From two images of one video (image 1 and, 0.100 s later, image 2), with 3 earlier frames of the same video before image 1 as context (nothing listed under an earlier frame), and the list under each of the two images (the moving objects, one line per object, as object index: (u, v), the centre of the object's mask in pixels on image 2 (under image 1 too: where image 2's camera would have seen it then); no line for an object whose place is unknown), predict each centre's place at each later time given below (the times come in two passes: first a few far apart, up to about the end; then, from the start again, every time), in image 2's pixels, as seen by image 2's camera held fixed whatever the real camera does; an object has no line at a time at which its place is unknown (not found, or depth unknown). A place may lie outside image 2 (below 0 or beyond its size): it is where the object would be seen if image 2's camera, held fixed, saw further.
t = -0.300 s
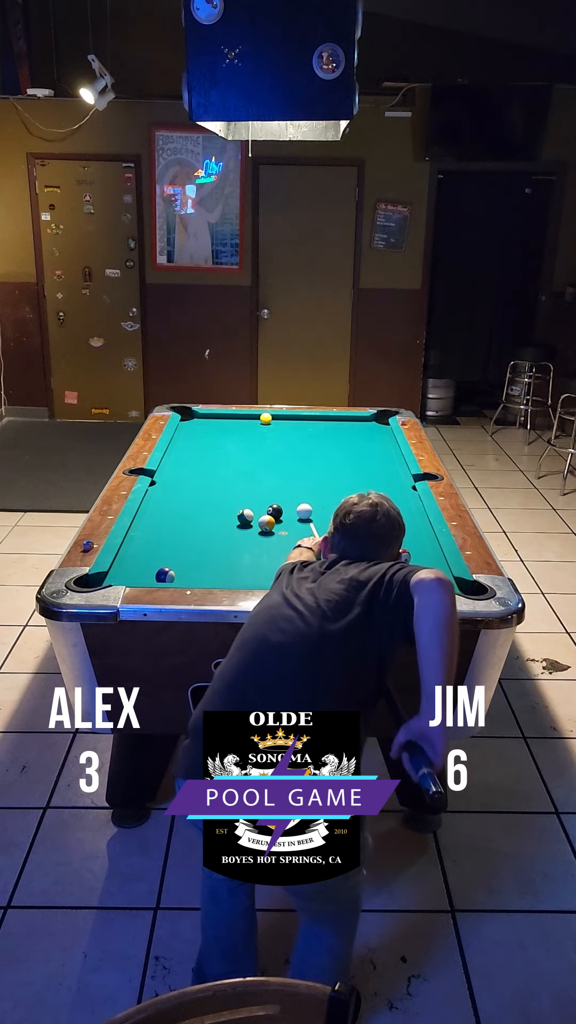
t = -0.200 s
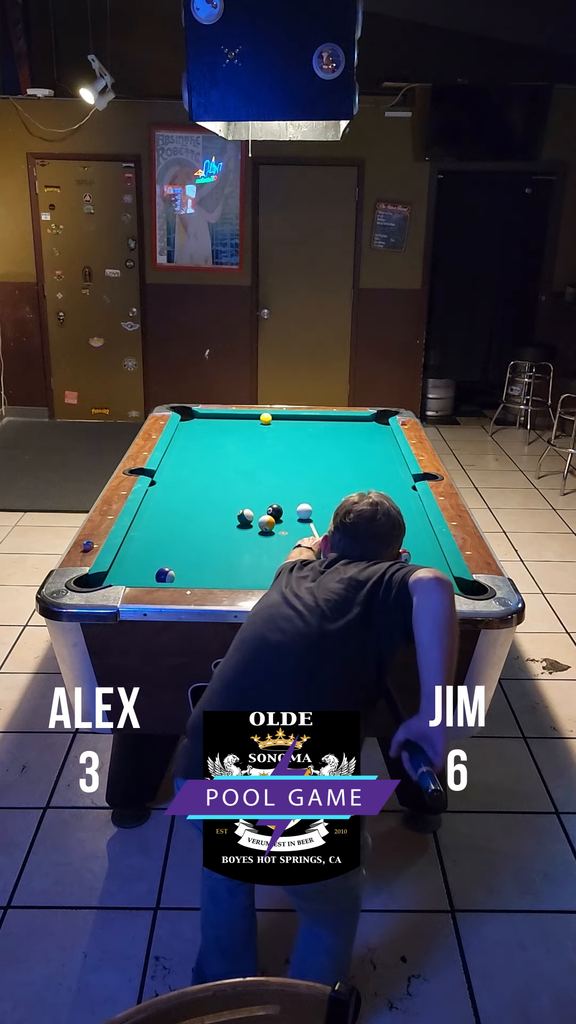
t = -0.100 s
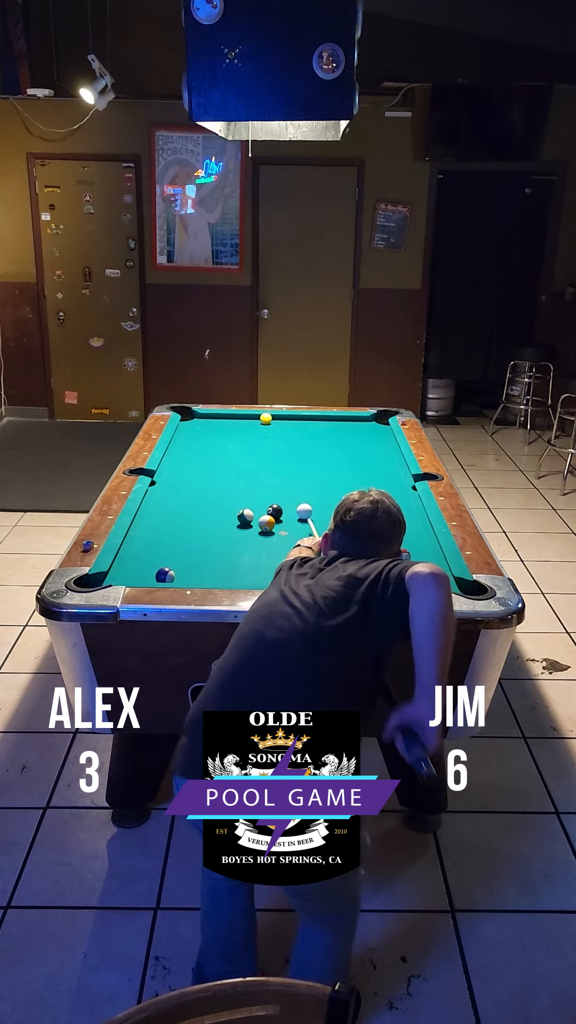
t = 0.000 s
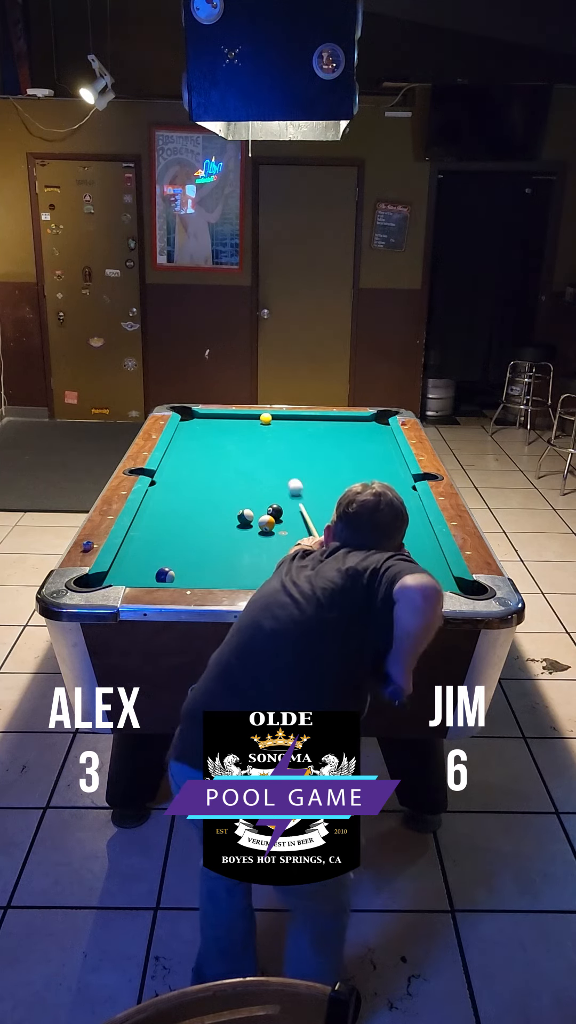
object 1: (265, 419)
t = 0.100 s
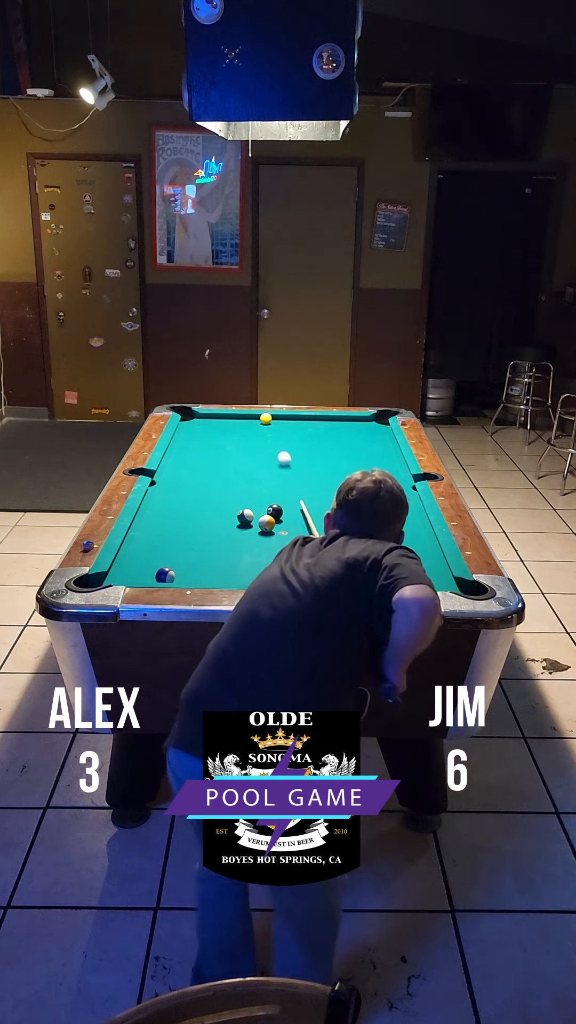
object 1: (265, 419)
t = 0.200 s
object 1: (265, 419)
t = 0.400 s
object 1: (256, 424)
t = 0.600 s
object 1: (243, 441)
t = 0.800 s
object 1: (228, 461)
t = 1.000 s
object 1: (211, 484)
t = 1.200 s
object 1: (191, 511)
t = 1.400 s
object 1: (168, 540)
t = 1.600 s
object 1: (141, 575)
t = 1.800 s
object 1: (142, 561)
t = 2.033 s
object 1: (147, 539)
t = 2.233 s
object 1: (151, 523)
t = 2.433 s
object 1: (155, 508)
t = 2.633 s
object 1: (158, 495)
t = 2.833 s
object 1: (161, 484)
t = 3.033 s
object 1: (164, 473)
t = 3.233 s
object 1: (167, 464)
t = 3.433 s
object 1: (170, 455)
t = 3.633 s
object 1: (175, 447)
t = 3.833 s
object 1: (179, 441)
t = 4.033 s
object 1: (183, 434)
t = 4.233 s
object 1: (187, 429)
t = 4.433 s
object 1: (191, 423)
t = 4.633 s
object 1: (194, 419)
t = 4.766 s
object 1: (195, 415)
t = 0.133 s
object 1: (265, 419)
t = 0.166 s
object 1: (265, 419)
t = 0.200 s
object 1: (265, 419)
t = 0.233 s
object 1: (265, 419)
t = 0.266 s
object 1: (264, 418)
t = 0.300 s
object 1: (262, 416)
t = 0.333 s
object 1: (260, 418)
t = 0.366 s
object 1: (258, 421)
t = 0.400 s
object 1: (256, 424)
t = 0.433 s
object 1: (254, 427)
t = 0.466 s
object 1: (252, 430)
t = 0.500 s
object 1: (249, 432)
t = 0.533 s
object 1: (247, 435)
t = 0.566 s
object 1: (245, 438)
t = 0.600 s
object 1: (243, 441)
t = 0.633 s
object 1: (240, 444)
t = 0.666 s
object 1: (238, 448)
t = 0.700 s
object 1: (236, 451)
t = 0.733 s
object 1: (233, 454)
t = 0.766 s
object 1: (231, 458)
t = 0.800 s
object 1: (228, 461)
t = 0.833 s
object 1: (225, 465)
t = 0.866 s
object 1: (222, 468)
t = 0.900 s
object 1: (220, 472)
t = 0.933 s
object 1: (217, 476)
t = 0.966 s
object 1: (214, 480)
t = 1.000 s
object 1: (211, 484)
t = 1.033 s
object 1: (208, 488)
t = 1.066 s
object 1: (205, 492)
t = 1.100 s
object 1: (201, 497)
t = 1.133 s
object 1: (198, 501)
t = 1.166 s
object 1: (195, 506)
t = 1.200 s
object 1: (191, 511)
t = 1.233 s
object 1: (187, 515)
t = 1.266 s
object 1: (184, 520)
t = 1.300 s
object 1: (180, 524)
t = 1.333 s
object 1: (176, 530)
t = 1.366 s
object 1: (172, 535)
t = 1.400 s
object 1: (168, 540)
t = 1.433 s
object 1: (164, 546)
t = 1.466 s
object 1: (160, 552)
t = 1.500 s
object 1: (155, 557)
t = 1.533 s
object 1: (150, 564)
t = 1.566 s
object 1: (145, 570)
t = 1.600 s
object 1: (141, 575)
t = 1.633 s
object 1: (137, 577)
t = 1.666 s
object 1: (138, 575)
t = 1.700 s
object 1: (139, 572)
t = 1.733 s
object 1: (140, 568)
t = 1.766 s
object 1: (141, 565)
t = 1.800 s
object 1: (142, 561)
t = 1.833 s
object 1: (142, 558)
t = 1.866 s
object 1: (143, 555)
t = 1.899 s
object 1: (144, 552)
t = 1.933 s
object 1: (145, 548)
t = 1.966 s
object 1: (145, 545)
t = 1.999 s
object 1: (146, 542)
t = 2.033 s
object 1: (147, 539)
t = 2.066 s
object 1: (147, 536)
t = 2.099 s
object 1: (148, 534)
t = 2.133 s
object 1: (149, 531)
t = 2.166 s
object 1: (150, 528)
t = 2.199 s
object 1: (150, 525)
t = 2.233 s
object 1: (151, 523)
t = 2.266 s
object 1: (152, 520)
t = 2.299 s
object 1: (152, 518)
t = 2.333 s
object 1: (153, 515)
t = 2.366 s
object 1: (154, 513)
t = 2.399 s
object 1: (154, 510)
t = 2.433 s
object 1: (155, 508)
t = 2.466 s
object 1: (155, 506)
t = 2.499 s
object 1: (156, 504)
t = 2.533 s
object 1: (157, 502)
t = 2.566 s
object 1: (157, 499)
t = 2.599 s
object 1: (158, 497)
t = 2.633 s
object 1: (158, 495)
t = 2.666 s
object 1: (159, 493)
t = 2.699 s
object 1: (159, 491)
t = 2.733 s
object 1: (160, 489)
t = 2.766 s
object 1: (160, 487)
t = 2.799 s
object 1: (161, 485)
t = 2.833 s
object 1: (161, 484)
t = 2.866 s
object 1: (162, 482)
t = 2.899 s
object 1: (162, 480)
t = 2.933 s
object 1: (163, 478)
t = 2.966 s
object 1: (163, 476)
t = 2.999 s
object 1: (164, 475)
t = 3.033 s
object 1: (164, 473)
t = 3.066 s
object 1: (165, 471)
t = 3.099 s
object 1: (165, 470)
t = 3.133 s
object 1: (166, 468)
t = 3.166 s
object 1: (166, 467)
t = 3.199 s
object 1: (167, 465)
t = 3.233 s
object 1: (167, 464)
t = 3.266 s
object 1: (167, 462)
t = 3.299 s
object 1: (168, 460)
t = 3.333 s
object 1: (168, 459)
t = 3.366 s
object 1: (169, 458)
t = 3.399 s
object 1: (170, 456)
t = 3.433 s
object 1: (170, 455)
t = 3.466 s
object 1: (171, 454)
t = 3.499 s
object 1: (172, 452)
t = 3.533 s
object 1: (173, 451)
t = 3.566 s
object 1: (174, 450)
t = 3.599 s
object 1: (175, 449)
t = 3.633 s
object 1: (175, 447)
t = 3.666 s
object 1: (176, 446)
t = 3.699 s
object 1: (177, 445)
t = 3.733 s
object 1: (177, 444)
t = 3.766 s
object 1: (178, 443)
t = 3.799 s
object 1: (179, 442)
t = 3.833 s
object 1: (179, 441)
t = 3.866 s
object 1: (180, 440)
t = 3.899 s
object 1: (181, 438)
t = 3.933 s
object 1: (181, 437)
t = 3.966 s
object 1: (182, 436)
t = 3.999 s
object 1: (183, 435)
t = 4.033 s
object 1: (183, 434)
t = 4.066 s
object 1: (184, 433)
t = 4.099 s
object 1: (185, 432)
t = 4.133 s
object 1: (185, 431)
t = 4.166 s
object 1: (186, 430)
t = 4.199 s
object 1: (187, 429)
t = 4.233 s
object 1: (187, 429)
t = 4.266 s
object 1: (188, 428)
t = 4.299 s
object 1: (188, 427)
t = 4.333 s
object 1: (189, 426)
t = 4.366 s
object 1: (189, 425)
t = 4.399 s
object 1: (190, 424)
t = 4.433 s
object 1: (191, 423)
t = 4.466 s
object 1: (191, 422)
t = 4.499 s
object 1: (192, 422)
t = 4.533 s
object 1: (192, 421)
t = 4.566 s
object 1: (193, 420)
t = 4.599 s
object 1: (193, 419)
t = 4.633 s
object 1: (194, 419)
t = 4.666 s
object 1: (194, 418)
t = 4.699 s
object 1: (194, 417)
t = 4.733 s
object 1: (195, 416)
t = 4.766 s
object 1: (195, 415)
